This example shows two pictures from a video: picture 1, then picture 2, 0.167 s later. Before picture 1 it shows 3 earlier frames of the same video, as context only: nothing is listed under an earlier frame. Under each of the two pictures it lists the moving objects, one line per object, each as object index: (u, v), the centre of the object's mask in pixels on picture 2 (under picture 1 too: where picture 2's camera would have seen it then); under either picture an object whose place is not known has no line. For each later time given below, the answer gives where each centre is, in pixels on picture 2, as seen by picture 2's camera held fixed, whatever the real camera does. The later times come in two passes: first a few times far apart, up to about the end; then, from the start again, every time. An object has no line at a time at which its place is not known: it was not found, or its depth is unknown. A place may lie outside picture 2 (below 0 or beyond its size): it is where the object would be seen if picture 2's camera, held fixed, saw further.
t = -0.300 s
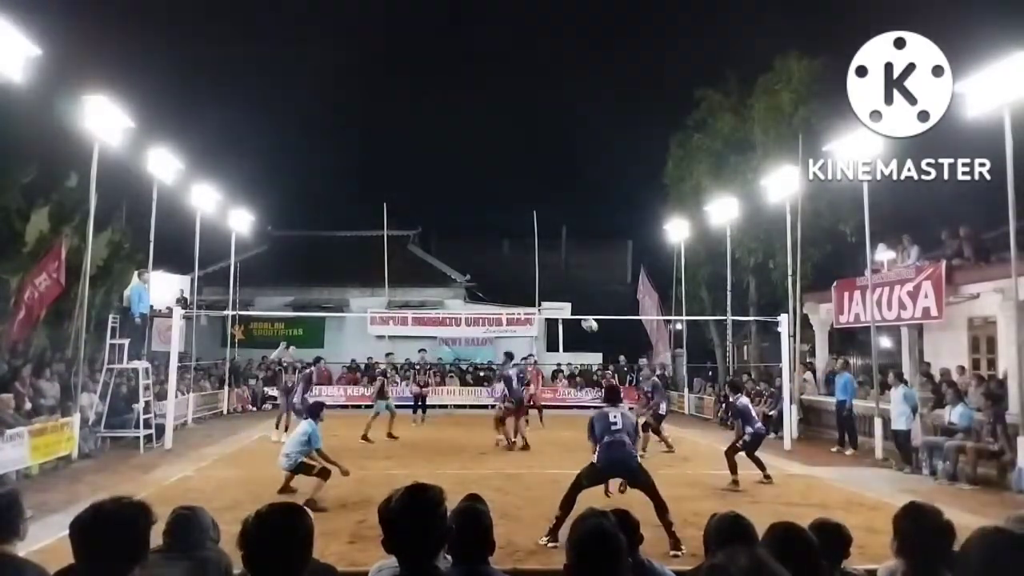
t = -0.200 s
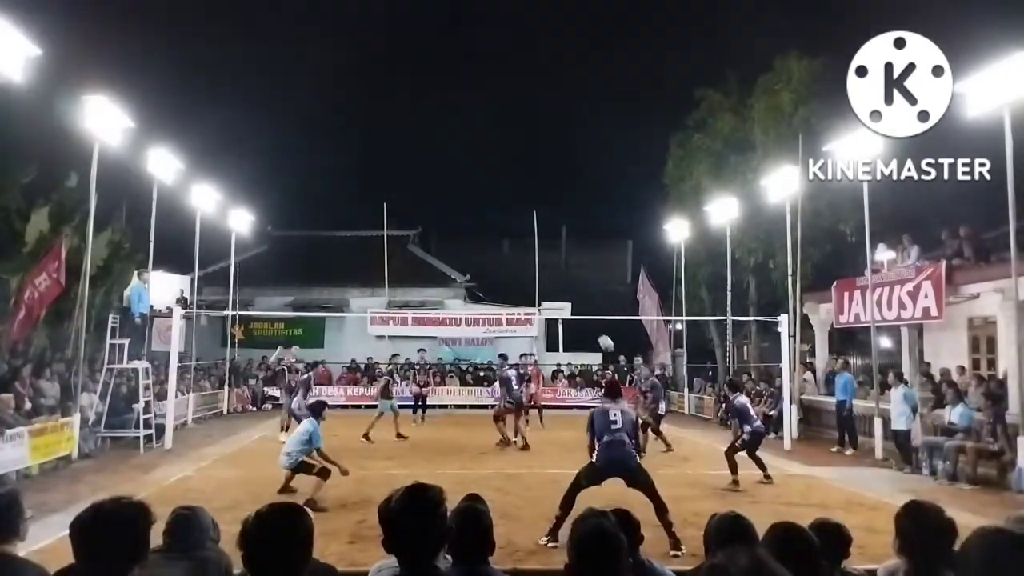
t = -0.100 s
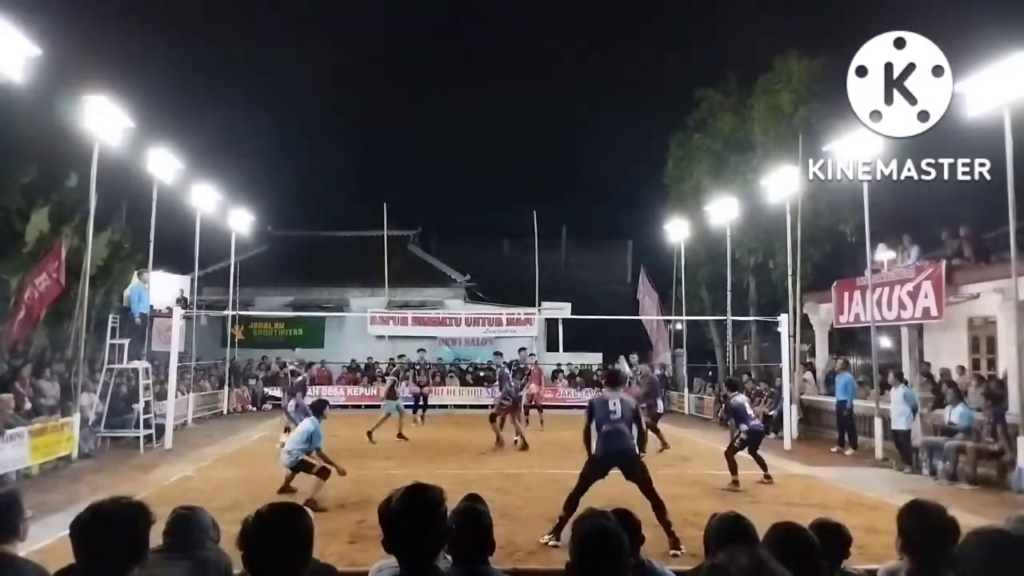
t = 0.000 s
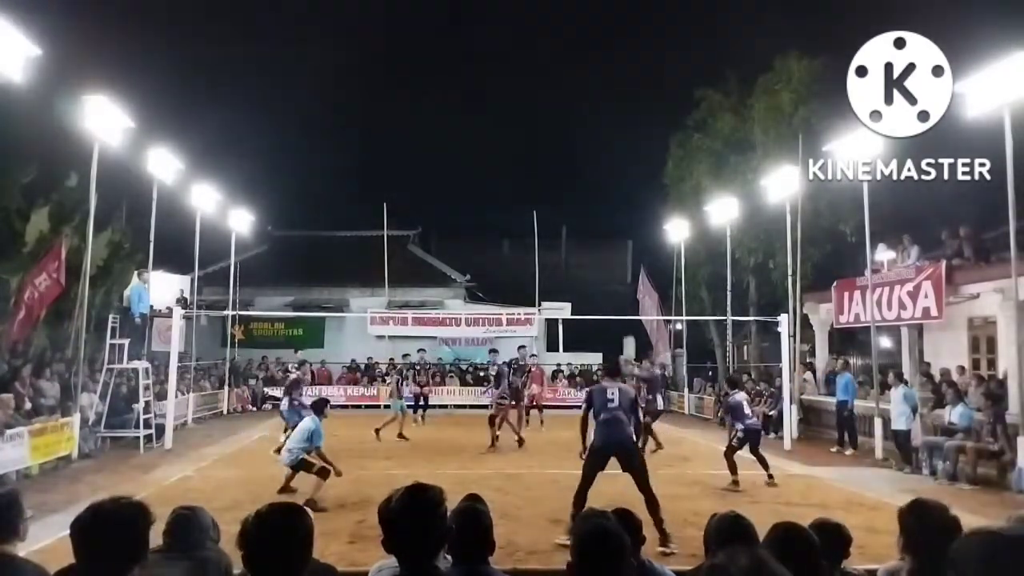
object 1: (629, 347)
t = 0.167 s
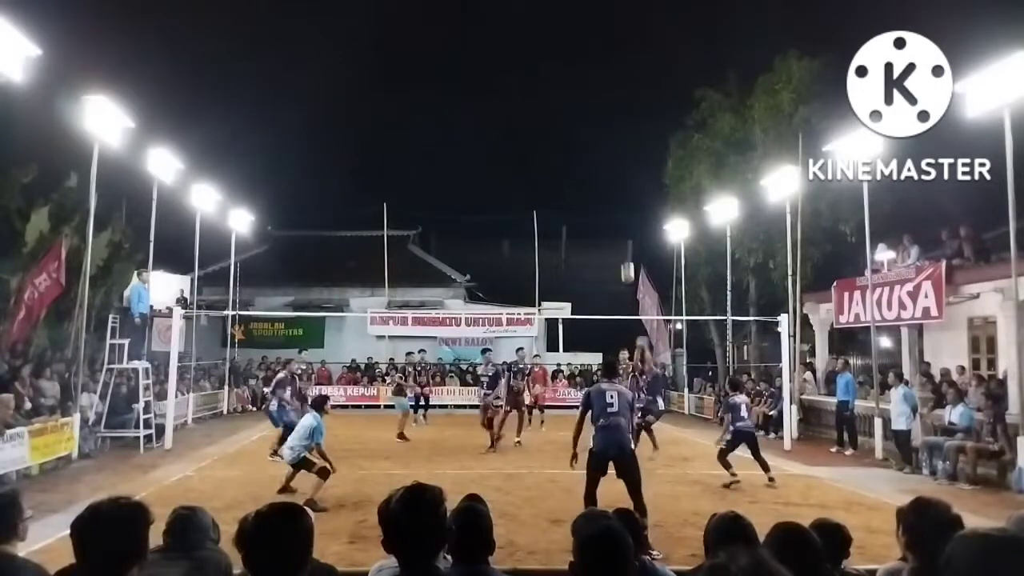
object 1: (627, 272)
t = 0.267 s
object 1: (627, 234)
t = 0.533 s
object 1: (625, 166)
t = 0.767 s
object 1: (624, 139)
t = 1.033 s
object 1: (622, 144)
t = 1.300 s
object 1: (619, 190)
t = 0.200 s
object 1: (627, 259)
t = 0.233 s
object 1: (627, 246)
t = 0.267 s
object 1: (627, 234)
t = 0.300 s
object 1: (626, 223)
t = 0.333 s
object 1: (626, 213)
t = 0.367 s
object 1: (626, 203)
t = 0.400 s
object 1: (626, 195)
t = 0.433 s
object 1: (626, 187)
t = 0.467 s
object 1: (626, 179)
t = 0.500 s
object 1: (626, 172)
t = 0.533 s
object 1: (625, 166)
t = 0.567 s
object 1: (625, 160)
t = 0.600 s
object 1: (625, 155)
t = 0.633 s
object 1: (625, 150)
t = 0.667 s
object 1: (625, 146)
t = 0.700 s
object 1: (624, 143)
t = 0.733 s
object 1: (624, 141)
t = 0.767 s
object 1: (624, 139)
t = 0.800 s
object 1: (624, 137)
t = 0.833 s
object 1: (623, 136)
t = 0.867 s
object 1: (623, 136)
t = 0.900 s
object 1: (623, 136)
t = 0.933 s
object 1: (623, 137)
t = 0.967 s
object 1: (622, 139)
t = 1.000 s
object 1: (622, 141)
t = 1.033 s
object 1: (622, 144)
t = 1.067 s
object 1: (622, 148)
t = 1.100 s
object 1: (621, 152)
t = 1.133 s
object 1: (621, 157)
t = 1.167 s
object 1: (621, 162)
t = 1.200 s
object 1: (620, 168)
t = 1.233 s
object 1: (620, 175)
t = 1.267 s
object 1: (619, 182)
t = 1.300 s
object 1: (619, 190)
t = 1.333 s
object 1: (619, 199)
